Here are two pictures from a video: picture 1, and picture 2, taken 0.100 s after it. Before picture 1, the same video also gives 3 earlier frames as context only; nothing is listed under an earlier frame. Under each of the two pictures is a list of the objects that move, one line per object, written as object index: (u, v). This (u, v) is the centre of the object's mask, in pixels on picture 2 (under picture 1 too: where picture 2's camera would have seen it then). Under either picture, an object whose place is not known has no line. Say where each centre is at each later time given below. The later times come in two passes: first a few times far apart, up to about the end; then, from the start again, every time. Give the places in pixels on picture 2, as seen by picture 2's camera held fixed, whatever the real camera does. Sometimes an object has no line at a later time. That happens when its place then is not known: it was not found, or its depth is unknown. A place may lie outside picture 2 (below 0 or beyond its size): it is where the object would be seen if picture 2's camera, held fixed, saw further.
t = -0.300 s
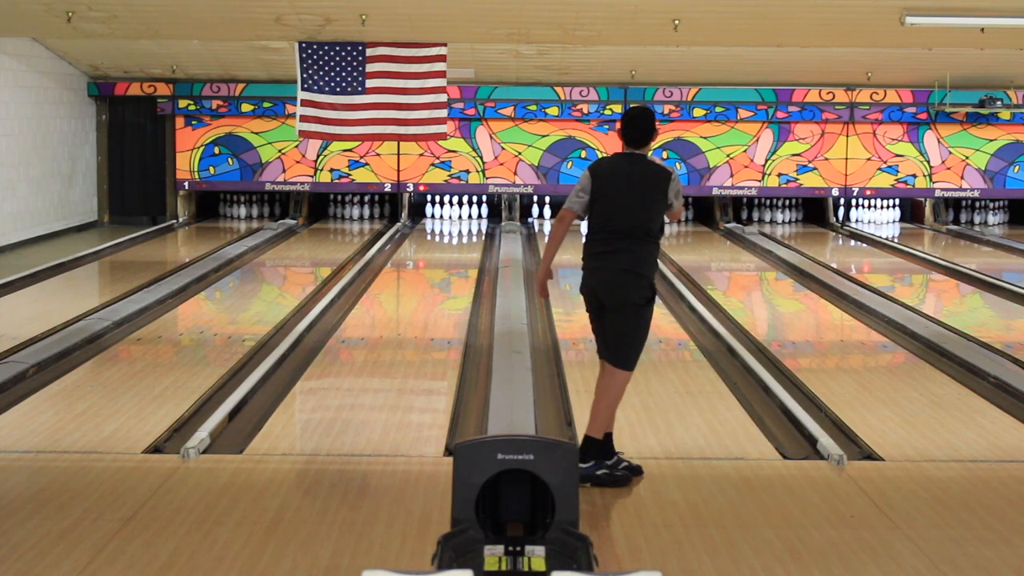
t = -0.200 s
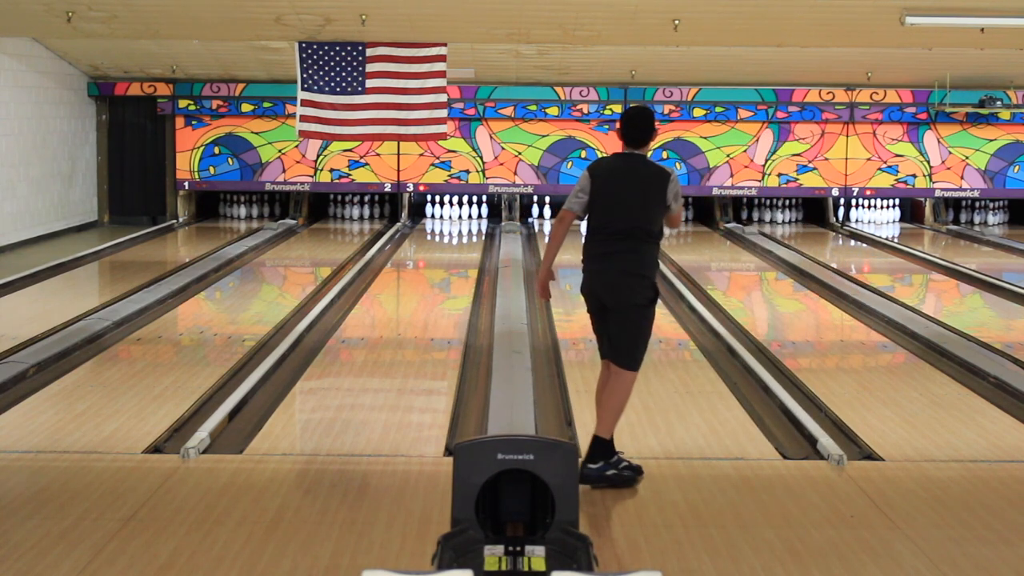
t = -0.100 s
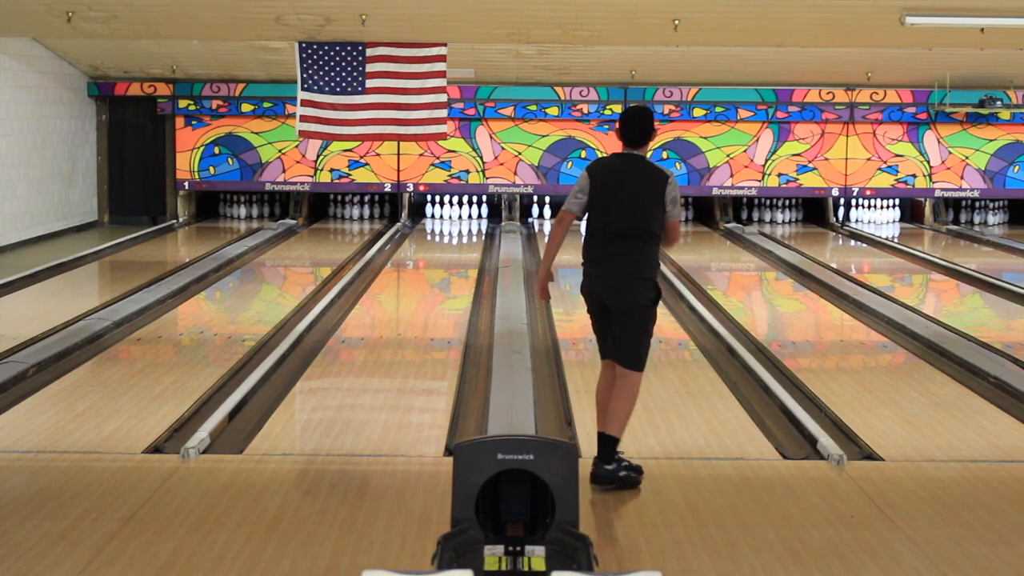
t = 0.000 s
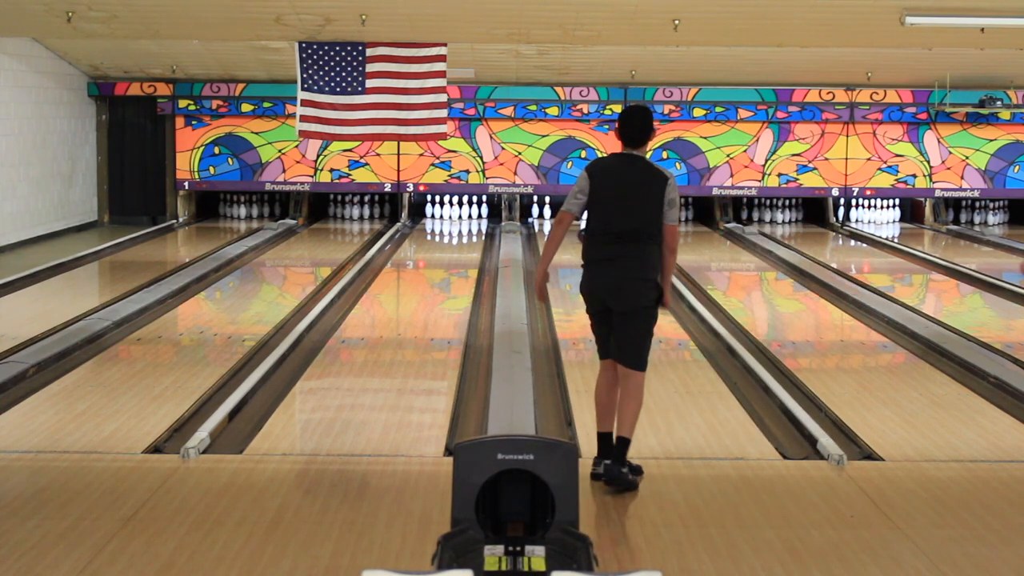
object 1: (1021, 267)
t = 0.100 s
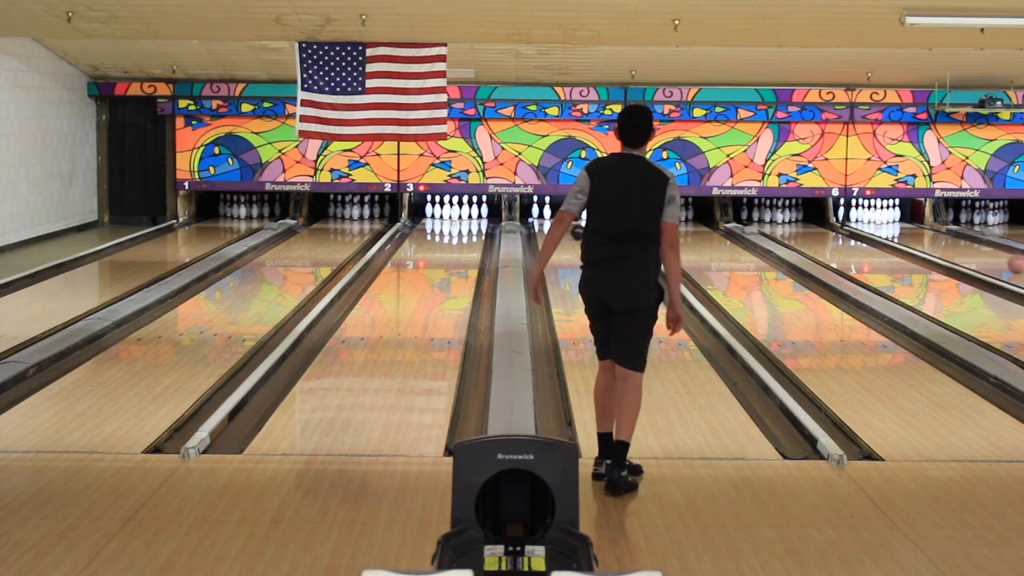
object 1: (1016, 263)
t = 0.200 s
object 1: (1005, 260)
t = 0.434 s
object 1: (979, 251)
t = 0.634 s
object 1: (960, 245)
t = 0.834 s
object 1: (941, 240)
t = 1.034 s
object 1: (925, 236)
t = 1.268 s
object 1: (909, 232)
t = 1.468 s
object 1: (897, 228)
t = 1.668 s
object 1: (883, 224)
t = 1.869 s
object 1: (872, 222)
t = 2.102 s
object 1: (859, 218)
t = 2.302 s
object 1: (851, 216)
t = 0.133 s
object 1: (1013, 262)
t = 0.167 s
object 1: (1009, 261)
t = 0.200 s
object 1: (1005, 260)
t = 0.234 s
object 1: (1001, 259)
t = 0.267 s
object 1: (997, 257)
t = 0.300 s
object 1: (993, 256)
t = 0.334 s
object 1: (989, 255)
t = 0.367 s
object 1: (985, 253)
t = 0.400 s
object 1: (982, 252)
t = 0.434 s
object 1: (979, 251)
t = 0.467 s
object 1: (976, 250)
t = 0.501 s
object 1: (972, 249)
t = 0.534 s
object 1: (969, 248)
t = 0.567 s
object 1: (965, 248)
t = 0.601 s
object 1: (963, 247)
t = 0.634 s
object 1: (960, 245)
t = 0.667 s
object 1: (957, 245)
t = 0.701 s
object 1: (954, 244)
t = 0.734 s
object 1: (950, 243)
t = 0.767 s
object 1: (948, 242)
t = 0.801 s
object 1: (945, 241)
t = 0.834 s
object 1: (941, 240)
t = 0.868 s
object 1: (939, 240)
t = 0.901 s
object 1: (936, 239)
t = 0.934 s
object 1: (934, 238)
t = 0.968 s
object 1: (931, 237)
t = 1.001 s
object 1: (928, 236)
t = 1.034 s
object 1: (925, 236)
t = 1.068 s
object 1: (922, 235)
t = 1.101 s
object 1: (919, 235)
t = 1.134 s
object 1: (917, 234)
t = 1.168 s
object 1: (916, 234)
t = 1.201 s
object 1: (914, 233)
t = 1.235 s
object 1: (912, 232)
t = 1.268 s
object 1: (909, 232)
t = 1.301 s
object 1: (907, 231)
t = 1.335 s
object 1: (905, 231)
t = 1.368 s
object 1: (902, 229)
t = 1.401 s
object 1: (901, 229)
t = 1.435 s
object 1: (899, 228)
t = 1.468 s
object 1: (897, 228)
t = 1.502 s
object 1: (894, 227)
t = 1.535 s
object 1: (891, 226)
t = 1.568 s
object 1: (889, 226)
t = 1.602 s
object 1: (887, 226)
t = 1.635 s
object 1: (885, 225)
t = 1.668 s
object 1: (883, 224)
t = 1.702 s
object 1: (881, 224)
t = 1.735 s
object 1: (880, 224)
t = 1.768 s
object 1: (877, 223)
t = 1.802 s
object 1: (875, 223)
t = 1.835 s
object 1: (874, 222)
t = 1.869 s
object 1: (872, 222)
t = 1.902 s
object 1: (870, 221)
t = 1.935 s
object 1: (869, 220)
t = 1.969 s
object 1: (867, 220)
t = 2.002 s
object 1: (864, 220)
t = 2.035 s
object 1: (863, 219)
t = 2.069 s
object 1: (861, 218)
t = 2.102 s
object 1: (859, 218)
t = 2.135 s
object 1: (858, 218)
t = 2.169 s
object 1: (855, 217)
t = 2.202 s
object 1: (854, 217)
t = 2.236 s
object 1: (853, 216)
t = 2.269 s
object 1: (852, 216)
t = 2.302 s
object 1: (851, 216)
